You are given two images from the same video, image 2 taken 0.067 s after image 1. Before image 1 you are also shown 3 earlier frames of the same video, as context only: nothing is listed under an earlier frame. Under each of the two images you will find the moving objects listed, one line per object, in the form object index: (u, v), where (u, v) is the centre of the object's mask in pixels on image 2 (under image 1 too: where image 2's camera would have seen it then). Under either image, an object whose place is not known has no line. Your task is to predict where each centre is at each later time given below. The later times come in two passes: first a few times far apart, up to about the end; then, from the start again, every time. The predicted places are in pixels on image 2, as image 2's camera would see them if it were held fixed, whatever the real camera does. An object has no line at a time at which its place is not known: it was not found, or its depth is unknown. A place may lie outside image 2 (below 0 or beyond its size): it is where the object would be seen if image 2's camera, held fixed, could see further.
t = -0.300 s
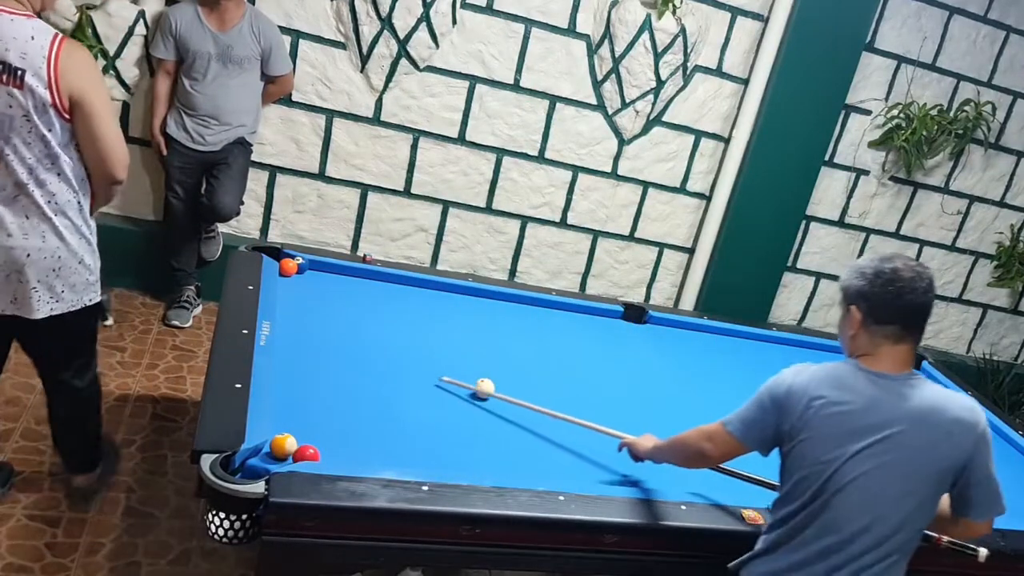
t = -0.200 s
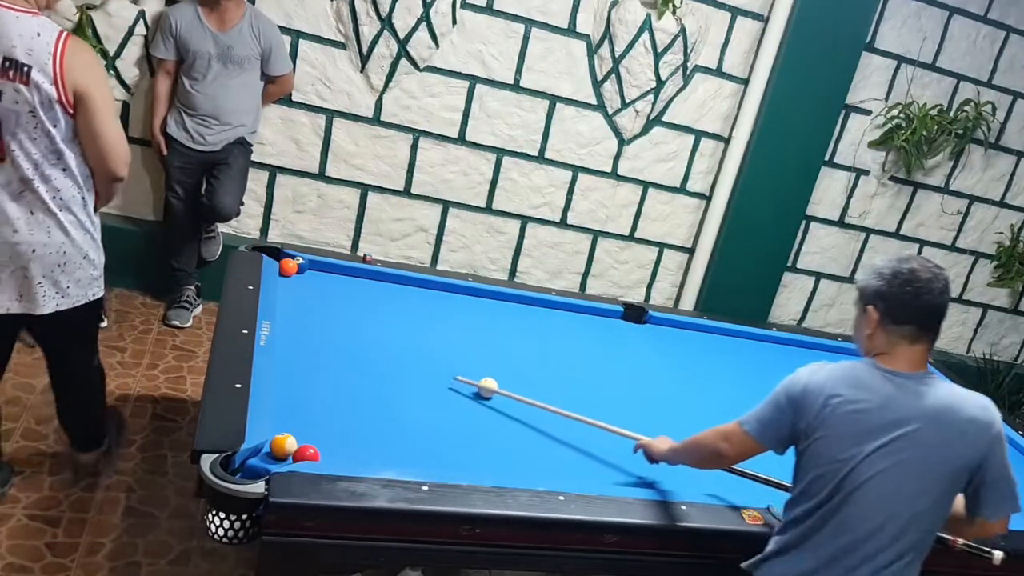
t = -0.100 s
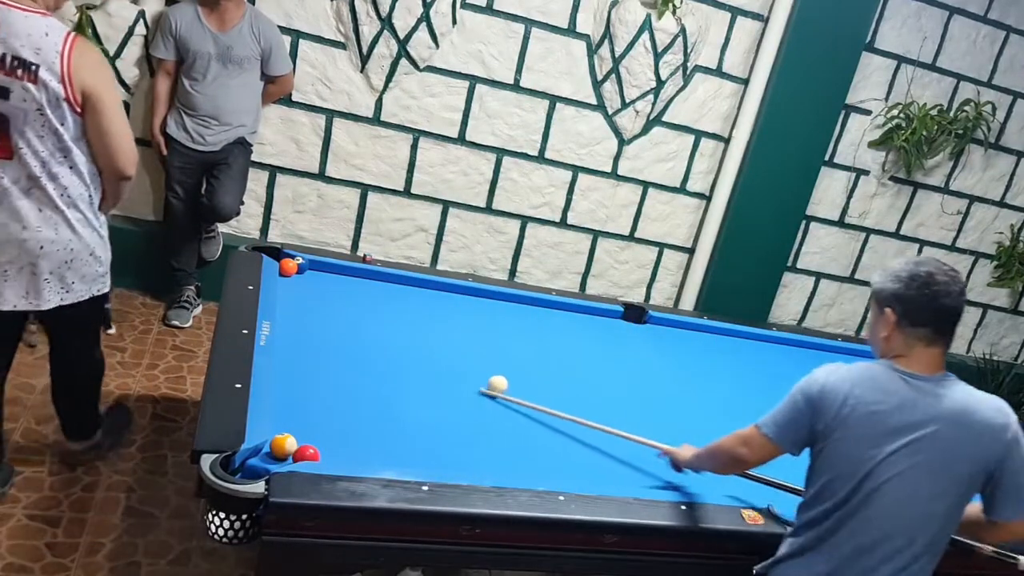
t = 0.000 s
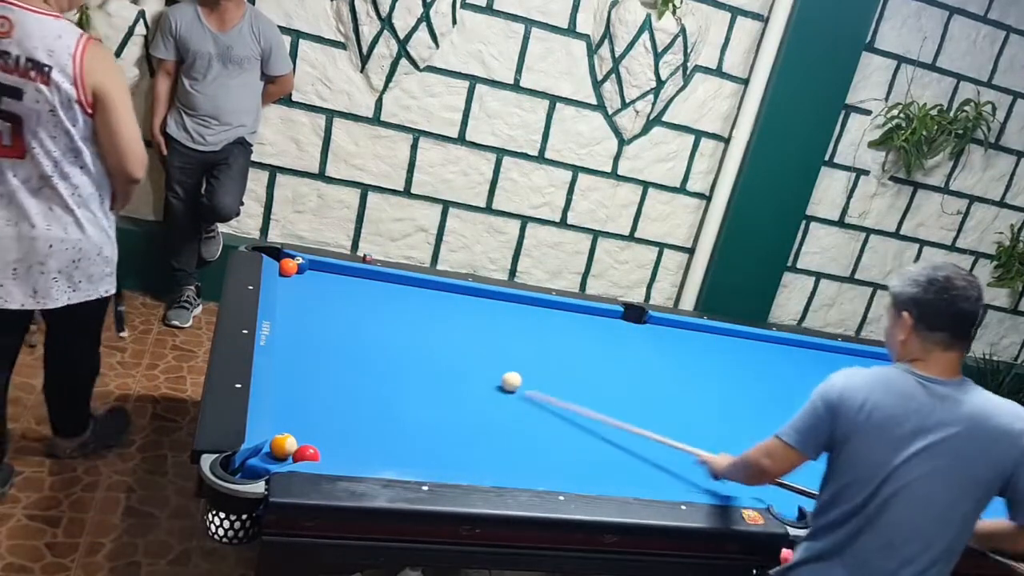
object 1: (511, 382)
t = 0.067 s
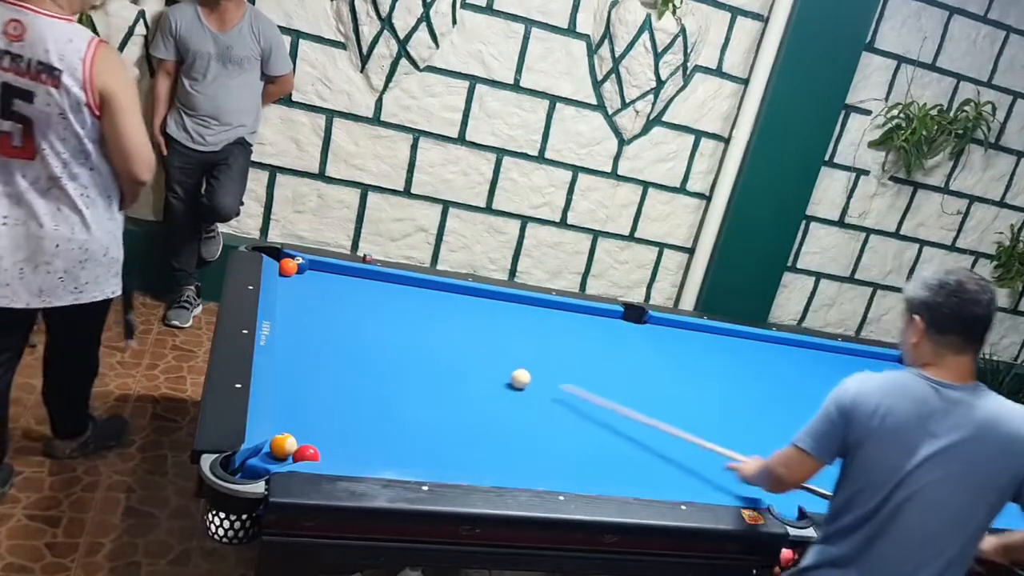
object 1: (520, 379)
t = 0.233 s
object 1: (541, 373)
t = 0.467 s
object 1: (569, 364)
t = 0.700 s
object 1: (592, 357)
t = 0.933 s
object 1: (614, 351)
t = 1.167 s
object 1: (633, 344)
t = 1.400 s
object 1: (651, 339)
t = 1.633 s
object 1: (667, 334)
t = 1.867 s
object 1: (681, 329)
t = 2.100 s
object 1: (695, 329)
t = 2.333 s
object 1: (709, 334)
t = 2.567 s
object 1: (723, 339)
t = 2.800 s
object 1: (735, 343)
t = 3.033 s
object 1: (746, 347)
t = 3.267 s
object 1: (757, 351)
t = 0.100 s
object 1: (524, 378)
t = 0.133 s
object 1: (529, 376)
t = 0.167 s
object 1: (533, 375)
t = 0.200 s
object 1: (537, 374)
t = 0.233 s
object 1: (541, 373)
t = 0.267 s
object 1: (545, 371)
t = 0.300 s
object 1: (549, 370)
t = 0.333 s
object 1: (554, 369)
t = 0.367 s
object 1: (557, 368)
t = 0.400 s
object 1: (561, 367)
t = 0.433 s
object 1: (565, 365)
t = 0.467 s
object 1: (569, 364)
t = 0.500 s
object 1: (572, 363)
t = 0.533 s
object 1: (575, 362)
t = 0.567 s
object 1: (579, 361)
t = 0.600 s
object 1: (583, 360)
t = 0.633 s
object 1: (586, 359)
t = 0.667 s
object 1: (589, 358)
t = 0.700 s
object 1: (592, 357)
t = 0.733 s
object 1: (596, 356)
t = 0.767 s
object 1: (599, 355)
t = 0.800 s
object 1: (602, 354)
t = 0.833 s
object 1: (605, 353)
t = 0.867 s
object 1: (608, 352)
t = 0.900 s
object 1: (611, 351)
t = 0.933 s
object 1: (614, 351)
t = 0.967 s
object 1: (617, 350)
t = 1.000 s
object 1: (620, 349)
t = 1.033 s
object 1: (623, 348)
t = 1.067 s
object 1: (625, 347)
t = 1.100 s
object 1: (628, 346)
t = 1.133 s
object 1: (631, 345)
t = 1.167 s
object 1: (633, 344)
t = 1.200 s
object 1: (636, 344)
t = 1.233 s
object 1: (638, 343)
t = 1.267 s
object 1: (641, 342)
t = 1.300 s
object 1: (644, 341)
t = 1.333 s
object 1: (646, 341)
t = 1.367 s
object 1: (649, 340)
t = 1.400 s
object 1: (651, 339)
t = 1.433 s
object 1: (653, 338)
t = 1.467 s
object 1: (656, 338)
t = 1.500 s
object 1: (658, 337)
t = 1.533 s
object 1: (660, 336)
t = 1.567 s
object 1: (662, 335)
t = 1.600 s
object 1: (664, 335)
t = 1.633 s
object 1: (667, 334)
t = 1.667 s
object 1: (669, 333)
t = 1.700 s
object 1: (671, 333)
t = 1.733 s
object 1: (673, 332)
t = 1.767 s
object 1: (675, 332)
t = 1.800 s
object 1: (677, 331)
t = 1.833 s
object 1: (679, 330)
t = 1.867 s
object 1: (681, 329)
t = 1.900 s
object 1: (683, 329)
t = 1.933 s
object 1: (685, 328)
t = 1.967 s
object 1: (687, 328)
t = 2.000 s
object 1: (688, 327)
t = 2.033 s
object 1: (690, 327)
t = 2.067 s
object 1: (692, 328)
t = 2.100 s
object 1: (695, 329)
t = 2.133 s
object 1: (697, 329)
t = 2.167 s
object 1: (699, 330)
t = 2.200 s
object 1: (701, 331)
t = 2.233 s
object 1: (703, 332)
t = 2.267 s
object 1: (705, 333)
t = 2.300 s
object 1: (707, 333)
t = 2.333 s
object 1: (709, 334)
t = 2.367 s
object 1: (711, 334)
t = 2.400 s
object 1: (713, 335)
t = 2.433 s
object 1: (715, 336)
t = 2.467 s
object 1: (717, 337)
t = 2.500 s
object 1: (719, 337)
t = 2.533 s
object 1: (721, 338)
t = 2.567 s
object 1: (723, 339)
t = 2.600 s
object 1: (725, 339)
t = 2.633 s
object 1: (726, 340)
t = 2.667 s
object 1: (728, 341)
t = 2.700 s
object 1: (730, 341)
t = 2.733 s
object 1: (732, 342)
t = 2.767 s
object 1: (733, 343)
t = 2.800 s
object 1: (735, 343)
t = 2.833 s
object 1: (737, 344)
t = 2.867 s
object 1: (738, 344)
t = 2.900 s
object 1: (740, 345)
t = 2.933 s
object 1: (742, 346)
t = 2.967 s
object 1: (743, 346)
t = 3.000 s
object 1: (745, 347)
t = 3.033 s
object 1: (746, 347)
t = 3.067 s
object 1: (748, 348)
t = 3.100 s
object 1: (749, 348)
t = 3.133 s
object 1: (751, 349)
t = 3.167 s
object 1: (752, 349)
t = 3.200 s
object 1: (754, 350)
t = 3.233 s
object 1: (755, 350)
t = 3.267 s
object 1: (757, 351)
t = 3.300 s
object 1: (758, 351)
